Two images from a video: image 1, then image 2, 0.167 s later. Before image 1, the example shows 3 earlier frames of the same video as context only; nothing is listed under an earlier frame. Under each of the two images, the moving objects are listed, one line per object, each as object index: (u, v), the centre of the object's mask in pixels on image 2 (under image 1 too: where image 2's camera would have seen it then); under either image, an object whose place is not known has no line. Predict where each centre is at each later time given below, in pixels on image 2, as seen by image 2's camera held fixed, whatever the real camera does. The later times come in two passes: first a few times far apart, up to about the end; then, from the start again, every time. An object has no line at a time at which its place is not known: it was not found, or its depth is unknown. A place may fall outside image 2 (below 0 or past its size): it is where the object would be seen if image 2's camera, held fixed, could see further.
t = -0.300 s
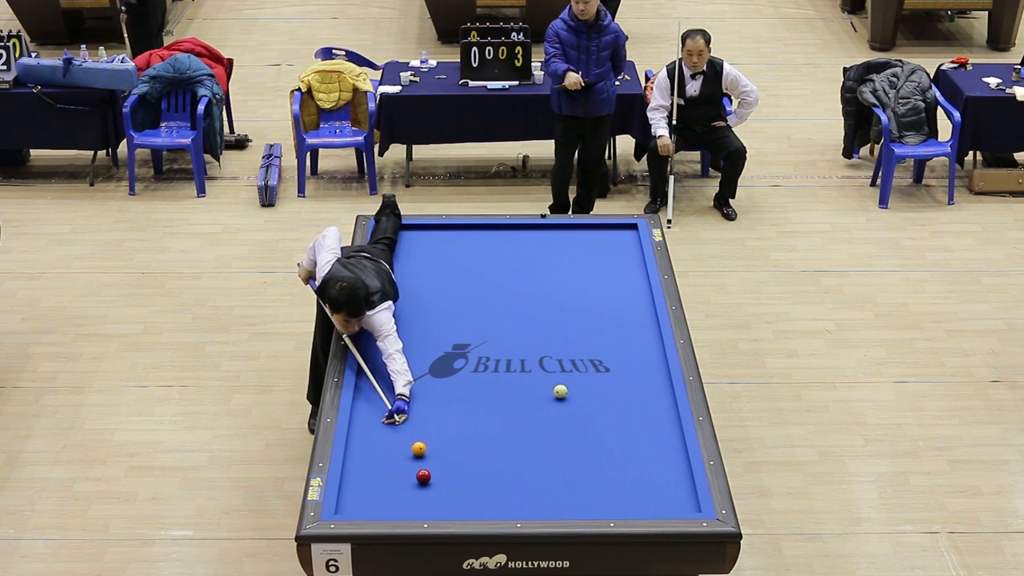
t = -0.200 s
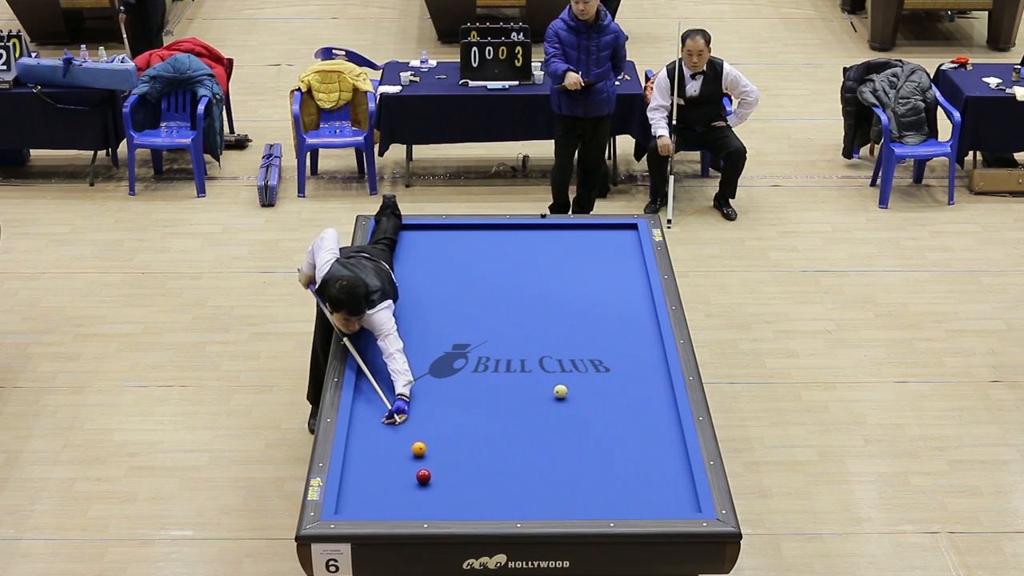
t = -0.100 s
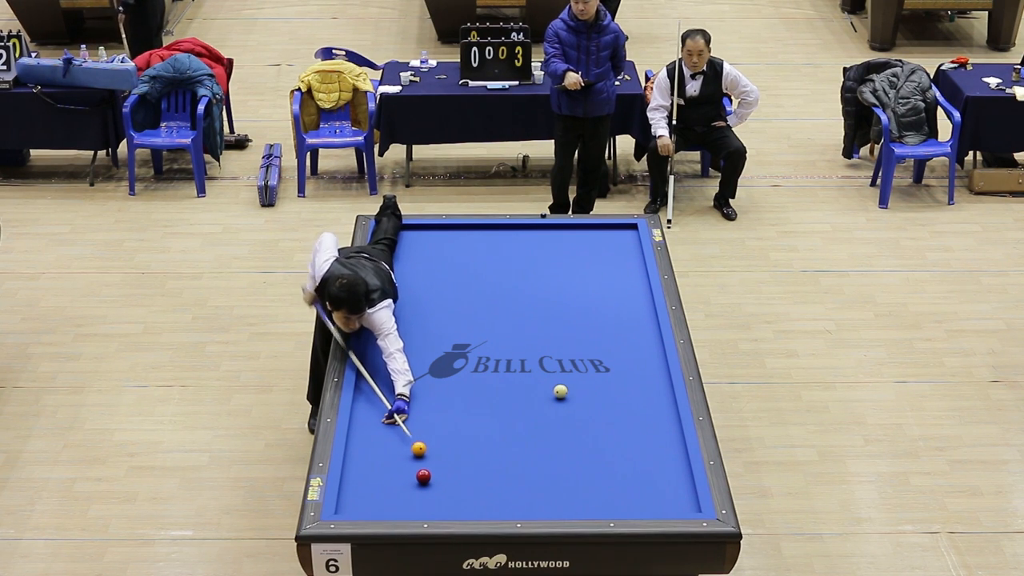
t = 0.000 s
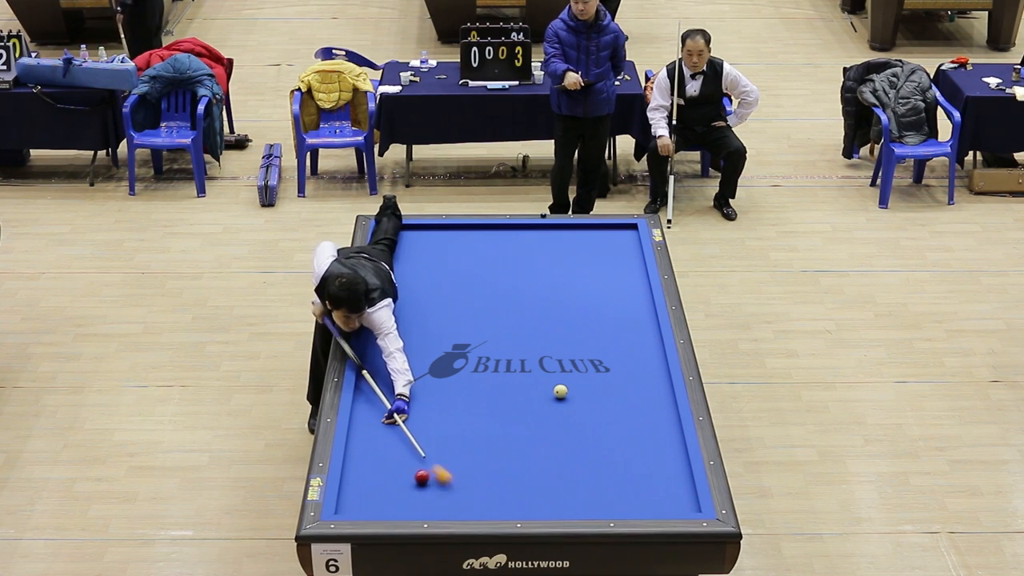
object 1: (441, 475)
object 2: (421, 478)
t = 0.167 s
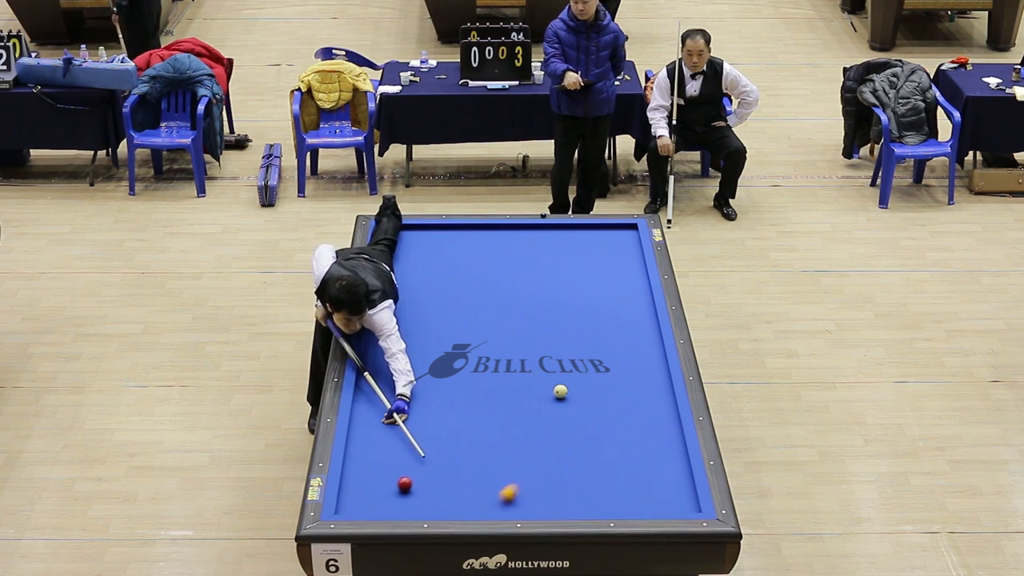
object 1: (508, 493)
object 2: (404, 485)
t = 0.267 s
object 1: (538, 468)
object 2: (395, 489)
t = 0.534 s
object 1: (600, 415)
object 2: (370, 498)
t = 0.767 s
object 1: (644, 378)
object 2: (349, 507)
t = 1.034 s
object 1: (632, 340)
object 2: (352, 508)
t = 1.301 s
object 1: (597, 307)
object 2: (365, 506)
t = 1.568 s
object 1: (564, 276)
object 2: (377, 503)
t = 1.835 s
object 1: (535, 249)
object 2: (389, 499)
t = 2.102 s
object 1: (506, 229)
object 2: (400, 497)
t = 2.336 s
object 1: (474, 245)
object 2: (409, 494)
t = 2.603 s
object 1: (437, 260)
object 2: (419, 492)
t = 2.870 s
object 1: (398, 276)
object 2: (428, 490)
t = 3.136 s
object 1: (385, 292)
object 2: (437, 487)
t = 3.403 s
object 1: (405, 307)
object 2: (445, 485)
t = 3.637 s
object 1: (423, 322)
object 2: (451, 484)
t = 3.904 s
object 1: (444, 338)
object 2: (458, 482)
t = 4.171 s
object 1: (466, 355)
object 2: (464, 481)
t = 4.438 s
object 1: (488, 372)
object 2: (469, 479)
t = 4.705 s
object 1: (510, 389)
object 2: (474, 478)
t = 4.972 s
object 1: (534, 407)
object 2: (478, 477)
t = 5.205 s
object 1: (554, 423)
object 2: (481, 476)
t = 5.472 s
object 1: (578, 442)
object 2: (484, 475)
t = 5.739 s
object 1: (602, 461)
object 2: (486, 474)
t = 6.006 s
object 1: (626, 480)
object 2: (487, 474)
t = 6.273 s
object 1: (652, 499)
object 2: (488, 474)
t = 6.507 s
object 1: (673, 505)
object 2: (488, 474)
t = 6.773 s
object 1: (688, 495)
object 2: (488, 474)
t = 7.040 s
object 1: (672, 484)
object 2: (488, 474)
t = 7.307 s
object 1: (657, 474)
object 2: (488, 474)
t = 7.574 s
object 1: (643, 464)
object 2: (488, 474)
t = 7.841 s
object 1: (630, 455)
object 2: (488, 474)
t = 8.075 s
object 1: (619, 448)
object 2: (488, 474)
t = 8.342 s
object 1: (606, 440)
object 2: (488, 474)
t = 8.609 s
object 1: (595, 432)
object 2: (488, 474)
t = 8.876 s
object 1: (584, 425)
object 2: (488, 474)
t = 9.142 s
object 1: (574, 418)
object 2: (488, 474)
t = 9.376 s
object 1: (565, 413)
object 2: (488, 474)
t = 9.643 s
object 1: (555, 407)
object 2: (488, 474)
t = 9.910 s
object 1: (546, 401)
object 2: (488, 474)
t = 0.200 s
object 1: (519, 484)
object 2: (401, 486)
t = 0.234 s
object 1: (528, 476)
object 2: (398, 487)
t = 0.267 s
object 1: (538, 468)
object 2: (395, 489)
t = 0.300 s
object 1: (547, 460)
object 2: (392, 490)
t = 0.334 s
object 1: (555, 453)
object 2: (389, 491)
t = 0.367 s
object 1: (563, 446)
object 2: (386, 492)
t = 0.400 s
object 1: (571, 439)
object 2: (383, 494)
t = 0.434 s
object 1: (579, 433)
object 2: (380, 495)
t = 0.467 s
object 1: (586, 427)
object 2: (376, 496)
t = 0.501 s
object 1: (593, 420)
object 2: (374, 497)
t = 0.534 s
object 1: (600, 415)
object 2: (370, 498)
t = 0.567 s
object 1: (607, 409)
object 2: (367, 500)
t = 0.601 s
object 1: (613, 404)
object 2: (364, 501)
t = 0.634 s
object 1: (620, 398)
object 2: (361, 502)
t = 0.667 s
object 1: (626, 393)
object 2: (358, 504)
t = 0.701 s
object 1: (632, 388)
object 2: (355, 505)
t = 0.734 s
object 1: (638, 383)
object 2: (352, 506)
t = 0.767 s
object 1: (644, 378)
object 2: (349, 507)
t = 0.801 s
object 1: (651, 373)
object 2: (346, 507)
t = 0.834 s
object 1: (657, 367)
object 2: (343, 508)
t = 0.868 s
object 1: (660, 363)
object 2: (343, 509)
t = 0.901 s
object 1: (655, 358)
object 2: (345, 509)
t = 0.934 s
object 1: (648, 353)
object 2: (347, 509)
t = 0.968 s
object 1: (642, 349)
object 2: (349, 509)
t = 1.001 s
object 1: (637, 344)
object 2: (350, 509)
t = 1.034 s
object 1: (632, 340)
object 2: (352, 508)
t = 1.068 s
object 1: (627, 336)
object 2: (353, 508)
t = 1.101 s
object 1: (623, 331)
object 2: (355, 508)
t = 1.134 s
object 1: (618, 327)
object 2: (357, 507)
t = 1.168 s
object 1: (614, 323)
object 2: (359, 507)
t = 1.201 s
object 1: (610, 319)
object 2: (360, 507)
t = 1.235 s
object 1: (605, 315)
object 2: (362, 507)
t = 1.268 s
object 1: (601, 311)
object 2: (363, 506)
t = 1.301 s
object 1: (597, 307)
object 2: (365, 506)
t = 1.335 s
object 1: (592, 303)
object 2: (367, 506)
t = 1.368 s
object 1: (588, 299)
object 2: (368, 505)
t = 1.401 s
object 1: (584, 295)
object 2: (370, 505)
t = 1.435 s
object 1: (580, 291)
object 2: (371, 505)
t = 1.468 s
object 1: (576, 287)
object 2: (373, 504)
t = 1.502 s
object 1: (572, 283)
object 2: (374, 504)
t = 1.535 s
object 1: (568, 280)
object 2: (376, 504)
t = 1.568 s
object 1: (564, 276)
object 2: (377, 503)
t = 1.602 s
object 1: (561, 273)
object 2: (379, 503)
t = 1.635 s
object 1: (557, 269)
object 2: (380, 502)
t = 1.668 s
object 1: (553, 266)
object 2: (382, 501)
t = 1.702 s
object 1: (549, 262)
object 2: (383, 501)
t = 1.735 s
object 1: (546, 259)
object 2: (385, 501)
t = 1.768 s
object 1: (542, 255)
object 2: (386, 500)
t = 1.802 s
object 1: (538, 252)
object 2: (388, 500)
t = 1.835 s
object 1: (535, 249)
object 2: (389, 499)
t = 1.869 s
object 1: (531, 245)
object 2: (390, 499)
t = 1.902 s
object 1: (528, 242)
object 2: (392, 499)
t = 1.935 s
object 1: (525, 239)
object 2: (393, 498)
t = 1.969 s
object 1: (521, 235)
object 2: (395, 498)
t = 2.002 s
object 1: (518, 232)
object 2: (396, 498)
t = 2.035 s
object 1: (514, 229)
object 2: (398, 497)
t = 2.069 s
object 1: (511, 227)
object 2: (399, 497)
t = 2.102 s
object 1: (506, 229)
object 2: (400, 497)
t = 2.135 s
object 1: (502, 232)
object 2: (402, 496)
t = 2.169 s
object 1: (497, 234)
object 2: (403, 496)
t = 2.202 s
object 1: (492, 237)
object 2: (404, 496)
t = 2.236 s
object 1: (488, 239)
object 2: (405, 495)
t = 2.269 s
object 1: (483, 241)
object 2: (407, 495)
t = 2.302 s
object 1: (478, 243)
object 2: (408, 495)
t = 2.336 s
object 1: (474, 245)
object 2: (409, 494)
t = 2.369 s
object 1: (469, 247)
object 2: (411, 494)
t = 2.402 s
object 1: (465, 249)
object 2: (412, 494)
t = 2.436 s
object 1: (460, 251)
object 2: (413, 493)
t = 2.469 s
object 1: (455, 252)
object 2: (414, 493)
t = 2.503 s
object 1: (451, 254)
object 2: (416, 493)
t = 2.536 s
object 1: (446, 256)
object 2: (417, 493)
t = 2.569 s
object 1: (441, 258)
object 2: (418, 492)
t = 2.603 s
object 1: (437, 260)
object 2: (419, 492)
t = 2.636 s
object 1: (432, 262)
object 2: (421, 491)
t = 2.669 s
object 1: (427, 264)
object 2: (422, 491)
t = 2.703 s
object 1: (422, 266)
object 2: (423, 491)
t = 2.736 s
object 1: (418, 268)
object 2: (424, 491)
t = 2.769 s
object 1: (413, 270)
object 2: (425, 490)
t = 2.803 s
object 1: (408, 272)
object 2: (426, 490)
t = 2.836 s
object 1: (403, 274)
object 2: (427, 490)
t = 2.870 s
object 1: (398, 276)
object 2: (428, 490)
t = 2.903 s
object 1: (393, 278)
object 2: (430, 489)
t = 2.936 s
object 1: (389, 280)
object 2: (431, 489)
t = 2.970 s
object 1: (384, 282)
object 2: (432, 489)
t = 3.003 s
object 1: (378, 284)
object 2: (433, 489)
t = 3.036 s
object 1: (376, 286)
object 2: (434, 488)
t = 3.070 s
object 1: (379, 288)
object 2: (435, 488)
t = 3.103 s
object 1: (382, 290)
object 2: (436, 487)
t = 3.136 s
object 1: (385, 292)
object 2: (437, 487)
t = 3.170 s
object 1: (388, 294)
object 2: (438, 487)
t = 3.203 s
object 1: (390, 296)
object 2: (439, 487)
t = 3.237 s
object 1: (393, 298)
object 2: (440, 486)
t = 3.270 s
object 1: (395, 299)
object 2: (441, 486)
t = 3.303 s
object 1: (398, 302)
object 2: (442, 486)
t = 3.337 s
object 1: (400, 304)
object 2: (443, 486)
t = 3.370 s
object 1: (403, 306)
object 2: (444, 486)
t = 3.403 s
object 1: (405, 307)
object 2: (445, 485)
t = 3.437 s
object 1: (408, 310)
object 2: (446, 485)
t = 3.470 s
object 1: (410, 311)
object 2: (447, 485)
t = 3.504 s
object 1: (413, 314)
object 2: (448, 484)
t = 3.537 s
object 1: (416, 316)
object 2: (449, 484)
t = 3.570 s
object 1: (418, 318)
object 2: (449, 484)
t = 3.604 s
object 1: (421, 320)
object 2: (450, 484)
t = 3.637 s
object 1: (423, 322)
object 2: (451, 484)
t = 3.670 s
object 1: (426, 324)
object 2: (452, 483)
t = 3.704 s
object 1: (429, 326)
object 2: (453, 483)
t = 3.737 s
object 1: (431, 328)
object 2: (454, 483)
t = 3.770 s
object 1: (434, 330)
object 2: (455, 483)
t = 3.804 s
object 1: (436, 332)
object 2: (455, 483)
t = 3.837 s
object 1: (439, 334)
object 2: (456, 482)
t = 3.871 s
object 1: (442, 336)
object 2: (457, 482)
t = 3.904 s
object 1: (444, 338)
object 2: (458, 482)
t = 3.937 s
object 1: (447, 340)
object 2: (459, 482)
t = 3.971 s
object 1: (450, 342)
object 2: (459, 482)
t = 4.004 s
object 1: (452, 344)
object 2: (460, 482)
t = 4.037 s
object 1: (455, 346)
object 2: (461, 481)
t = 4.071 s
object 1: (458, 348)
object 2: (462, 481)
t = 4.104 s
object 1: (460, 351)
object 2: (463, 481)
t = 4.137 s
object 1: (464, 353)
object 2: (463, 481)
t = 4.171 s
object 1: (466, 355)
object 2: (464, 481)
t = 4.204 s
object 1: (469, 357)
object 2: (465, 480)
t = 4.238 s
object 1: (472, 359)
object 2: (465, 480)
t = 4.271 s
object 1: (474, 361)
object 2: (466, 480)
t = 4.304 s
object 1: (477, 363)
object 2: (467, 480)
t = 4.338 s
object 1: (480, 365)
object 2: (467, 480)
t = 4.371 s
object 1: (482, 368)
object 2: (468, 479)
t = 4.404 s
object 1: (485, 370)
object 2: (469, 479)
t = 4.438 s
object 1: (488, 372)
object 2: (469, 479)
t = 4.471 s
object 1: (491, 374)
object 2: (470, 479)
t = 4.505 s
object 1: (493, 376)
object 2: (471, 479)
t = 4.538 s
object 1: (496, 379)
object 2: (471, 479)
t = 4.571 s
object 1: (499, 380)
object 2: (472, 478)
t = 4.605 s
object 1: (502, 383)
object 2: (472, 478)
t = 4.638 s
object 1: (505, 385)
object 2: (473, 478)
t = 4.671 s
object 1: (508, 387)
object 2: (473, 478)
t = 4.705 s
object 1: (510, 389)
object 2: (474, 478)
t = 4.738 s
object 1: (513, 392)
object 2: (474, 478)
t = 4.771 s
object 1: (516, 394)
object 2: (475, 477)
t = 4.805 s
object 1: (519, 396)
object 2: (476, 477)
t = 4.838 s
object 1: (522, 398)
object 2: (476, 477)
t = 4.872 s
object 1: (525, 400)
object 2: (476, 477)
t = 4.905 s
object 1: (528, 403)
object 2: (477, 477)
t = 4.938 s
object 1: (531, 405)
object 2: (477, 477)
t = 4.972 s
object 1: (534, 407)
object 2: (478, 477)
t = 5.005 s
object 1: (536, 409)
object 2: (478, 477)
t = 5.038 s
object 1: (539, 412)
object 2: (479, 476)
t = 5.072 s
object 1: (542, 414)
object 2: (479, 476)
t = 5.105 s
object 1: (545, 416)
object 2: (480, 476)
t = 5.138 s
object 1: (548, 418)
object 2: (480, 476)
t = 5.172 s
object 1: (551, 421)
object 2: (481, 476)
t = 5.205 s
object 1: (554, 423)
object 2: (481, 476)
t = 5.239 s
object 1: (557, 426)
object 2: (481, 476)
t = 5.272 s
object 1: (560, 428)
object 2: (482, 476)
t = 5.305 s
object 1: (563, 430)
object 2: (482, 476)
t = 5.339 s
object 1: (566, 432)
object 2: (483, 475)
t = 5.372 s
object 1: (569, 435)
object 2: (483, 475)
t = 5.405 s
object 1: (572, 437)
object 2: (483, 475)
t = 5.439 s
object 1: (575, 439)
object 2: (484, 475)
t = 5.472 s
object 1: (578, 442)
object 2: (484, 475)
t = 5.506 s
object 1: (581, 444)
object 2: (484, 475)
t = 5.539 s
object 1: (583, 446)
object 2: (484, 475)
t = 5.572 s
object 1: (587, 449)
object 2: (485, 475)
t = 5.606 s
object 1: (590, 451)
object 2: (485, 475)
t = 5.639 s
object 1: (593, 453)
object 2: (485, 475)
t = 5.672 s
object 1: (596, 456)
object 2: (486, 475)
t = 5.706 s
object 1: (599, 458)
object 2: (486, 475)
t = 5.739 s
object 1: (602, 461)
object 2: (486, 474)
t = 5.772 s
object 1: (605, 463)
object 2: (486, 474)
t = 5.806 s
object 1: (608, 465)
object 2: (486, 474)
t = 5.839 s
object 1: (611, 468)
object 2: (487, 474)
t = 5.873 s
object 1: (614, 470)
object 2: (487, 474)
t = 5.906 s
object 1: (617, 473)
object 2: (487, 474)
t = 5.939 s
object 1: (620, 475)
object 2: (487, 474)
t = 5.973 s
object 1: (623, 477)
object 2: (487, 474)
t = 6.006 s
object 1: (626, 480)
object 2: (487, 474)
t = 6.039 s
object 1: (630, 482)
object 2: (488, 474)
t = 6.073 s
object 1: (633, 485)
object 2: (488, 474)
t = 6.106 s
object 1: (636, 487)
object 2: (488, 474)
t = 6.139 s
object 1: (639, 490)
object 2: (488, 474)
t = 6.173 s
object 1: (642, 492)
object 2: (488, 474)
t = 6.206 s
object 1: (645, 494)
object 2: (488, 474)
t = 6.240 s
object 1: (648, 497)
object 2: (488, 474)
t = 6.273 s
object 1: (652, 499)
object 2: (488, 474)
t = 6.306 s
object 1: (655, 502)
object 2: (488, 474)
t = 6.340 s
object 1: (658, 504)
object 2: (488, 474)
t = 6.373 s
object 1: (661, 506)
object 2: (488, 474)
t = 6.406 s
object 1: (664, 507)
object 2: (488, 474)
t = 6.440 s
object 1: (668, 508)
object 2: (488, 474)
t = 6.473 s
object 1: (670, 506)
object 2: (488, 474)
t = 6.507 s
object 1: (673, 505)
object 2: (488, 474)
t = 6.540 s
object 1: (675, 504)
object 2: (488, 474)
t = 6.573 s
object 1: (678, 503)
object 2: (488, 474)
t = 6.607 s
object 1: (681, 502)
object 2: (488, 474)
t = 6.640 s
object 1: (683, 501)
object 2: (488, 474)
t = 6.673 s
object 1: (686, 499)
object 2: (488, 474)
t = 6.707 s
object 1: (688, 497)
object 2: (488, 474)
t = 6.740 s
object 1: (690, 496)
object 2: (488, 474)
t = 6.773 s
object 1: (688, 495)
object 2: (488, 474)
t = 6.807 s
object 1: (685, 493)
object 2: (488, 474)
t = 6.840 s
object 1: (683, 492)
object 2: (488, 474)
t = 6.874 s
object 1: (682, 491)
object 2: (488, 474)
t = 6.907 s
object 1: (679, 489)
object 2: (488, 474)
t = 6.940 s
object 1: (677, 488)
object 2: (488, 474)
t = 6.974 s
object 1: (675, 487)
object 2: (488, 474)
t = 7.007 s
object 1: (674, 485)
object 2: (488, 474)
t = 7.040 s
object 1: (672, 484)
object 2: (488, 474)
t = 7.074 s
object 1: (670, 483)
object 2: (488, 474)
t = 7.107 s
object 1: (668, 482)
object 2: (488, 474)
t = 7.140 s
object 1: (666, 480)
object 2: (488, 474)
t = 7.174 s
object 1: (664, 479)
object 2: (488, 474)
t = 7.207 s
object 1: (662, 478)
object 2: (488, 474)
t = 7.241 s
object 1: (661, 477)
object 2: (488, 474)
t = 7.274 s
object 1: (659, 475)
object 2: (488, 474)
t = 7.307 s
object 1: (657, 474)
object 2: (488, 474)
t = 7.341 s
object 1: (655, 473)
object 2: (488, 474)
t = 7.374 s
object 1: (654, 472)
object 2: (488, 474)
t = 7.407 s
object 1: (652, 470)
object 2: (488, 474)
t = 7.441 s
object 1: (650, 469)
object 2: (488, 474)
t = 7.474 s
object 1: (648, 468)
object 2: (488, 474)
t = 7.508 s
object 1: (647, 467)
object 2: (488, 474)
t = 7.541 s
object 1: (645, 466)
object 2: (488, 474)
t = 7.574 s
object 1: (643, 464)
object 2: (488, 474)
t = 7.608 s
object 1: (642, 463)
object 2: (488, 474)
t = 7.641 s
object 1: (640, 462)
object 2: (488, 474)
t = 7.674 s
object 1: (638, 461)
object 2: (488, 474)
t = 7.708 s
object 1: (637, 460)
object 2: (488, 474)
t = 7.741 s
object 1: (635, 459)
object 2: (488, 474)
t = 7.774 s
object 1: (633, 458)
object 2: (488, 474)
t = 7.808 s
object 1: (631, 457)
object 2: (488, 474)
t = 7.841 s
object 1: (630, 455)
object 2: (488, 474)
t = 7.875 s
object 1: (628, 454)
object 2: (488, 474)
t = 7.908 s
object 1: (627, 453)
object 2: (488, 474)
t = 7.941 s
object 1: (625, 452)
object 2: (488, 474)
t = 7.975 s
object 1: (623, 451)
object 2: (488, 474)
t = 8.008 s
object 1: (622, 450)
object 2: (488, 474)
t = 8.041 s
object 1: (620, 449)
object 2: (488, 474)
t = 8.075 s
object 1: (619, 448)
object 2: (488, 474)
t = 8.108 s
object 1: (617, 447)
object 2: (488, 474)
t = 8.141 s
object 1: (616, 446)
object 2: (488, 474)
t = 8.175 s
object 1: (614, 445)
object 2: (488, 474)
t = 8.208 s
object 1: (613, 444)
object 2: (488, 474)
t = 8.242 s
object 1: (611, 443)
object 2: (488, 474)
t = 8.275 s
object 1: (609, 442)
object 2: (488, 474)
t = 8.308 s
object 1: (608, 441)
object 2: (488, 474)
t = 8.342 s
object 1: (606, 440)
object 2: (488, 474)
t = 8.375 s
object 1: (605, 439)
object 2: (488, 474)
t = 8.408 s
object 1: (603, 438)
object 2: (488, 474)
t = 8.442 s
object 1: (602, 437)
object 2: (488, 474)
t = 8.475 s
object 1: (601, 436)
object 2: (488, 474)
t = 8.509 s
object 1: (599, 435)
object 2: (488, 474)
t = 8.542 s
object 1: (598, 434)
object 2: (488, 474)
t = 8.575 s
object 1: (596, 433)
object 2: (488, 474)
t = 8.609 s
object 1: (595, 432)
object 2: (488, 474)
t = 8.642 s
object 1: (593, 432)
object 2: (488, 474)
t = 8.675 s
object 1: (592, 431)
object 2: (488, 474)
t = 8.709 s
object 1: (591, 430)
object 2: (488, 474)
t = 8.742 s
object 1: (590, 429)
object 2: (488, 474)
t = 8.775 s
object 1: (588, 428)
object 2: (488, 474)
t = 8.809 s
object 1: (587, 427)
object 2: (488, 474)
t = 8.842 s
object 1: (585, 426)
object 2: (488, 474)
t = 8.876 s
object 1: (584, 425)
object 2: (488, 474)
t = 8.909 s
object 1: (583, 425)
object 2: (488, 474)
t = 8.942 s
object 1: (582, 424)
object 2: (488, 474)
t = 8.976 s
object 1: (580, 423)
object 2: (488, 474)
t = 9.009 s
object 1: (579, 422)
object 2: (488, 474)
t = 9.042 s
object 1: (577, 421)
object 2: (488, 474)
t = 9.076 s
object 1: (576, 420)
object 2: (488, 474)
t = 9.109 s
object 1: (575, 419)
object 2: (488, 474)
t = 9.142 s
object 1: (574, 418)
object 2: (488, 474)
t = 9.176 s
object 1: (573, 418)
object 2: (488, 474)
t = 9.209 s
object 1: (571, 417)
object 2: (488, 474)
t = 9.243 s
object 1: (570, 416)
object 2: (488, 474)
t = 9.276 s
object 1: (569, 415)
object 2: (488, 474)
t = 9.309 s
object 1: (567, 414)
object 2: (488, 474)
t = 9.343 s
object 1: (566, 414)
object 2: (488, 474)
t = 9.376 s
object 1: (565, 413)
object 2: (488, 474)
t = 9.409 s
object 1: (564, 412)
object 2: (488, 474)
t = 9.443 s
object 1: (563, 411)
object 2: (488, 474)
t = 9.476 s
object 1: (561, 411)
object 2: (488, 474)
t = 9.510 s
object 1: (560, 410)
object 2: (488, 474)
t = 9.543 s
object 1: (559, 409)
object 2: (488, 474)
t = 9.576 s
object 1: (558, 408)
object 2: (488, 474)
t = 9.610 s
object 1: (556, 408)
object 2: (488, 474)
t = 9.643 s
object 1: (555, 407)
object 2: (488, 474)
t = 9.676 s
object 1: (554, 406)
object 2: (488, 474)
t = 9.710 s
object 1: (553, 406)
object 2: (488, 474)
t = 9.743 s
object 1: (552, 405)
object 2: (488, 474)
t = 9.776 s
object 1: (551, 404)
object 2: (488, 474)
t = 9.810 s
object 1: (550, 404)
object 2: (488, 474)
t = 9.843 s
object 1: (548, 403)
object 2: (488, 474)
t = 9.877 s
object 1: (547, 402)
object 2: (488, 474)
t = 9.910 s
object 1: (546, 401)
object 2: (488, 474)
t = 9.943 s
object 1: (545, 401)
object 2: (488, 474)
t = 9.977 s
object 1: (544, 400)
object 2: (488, 474)
